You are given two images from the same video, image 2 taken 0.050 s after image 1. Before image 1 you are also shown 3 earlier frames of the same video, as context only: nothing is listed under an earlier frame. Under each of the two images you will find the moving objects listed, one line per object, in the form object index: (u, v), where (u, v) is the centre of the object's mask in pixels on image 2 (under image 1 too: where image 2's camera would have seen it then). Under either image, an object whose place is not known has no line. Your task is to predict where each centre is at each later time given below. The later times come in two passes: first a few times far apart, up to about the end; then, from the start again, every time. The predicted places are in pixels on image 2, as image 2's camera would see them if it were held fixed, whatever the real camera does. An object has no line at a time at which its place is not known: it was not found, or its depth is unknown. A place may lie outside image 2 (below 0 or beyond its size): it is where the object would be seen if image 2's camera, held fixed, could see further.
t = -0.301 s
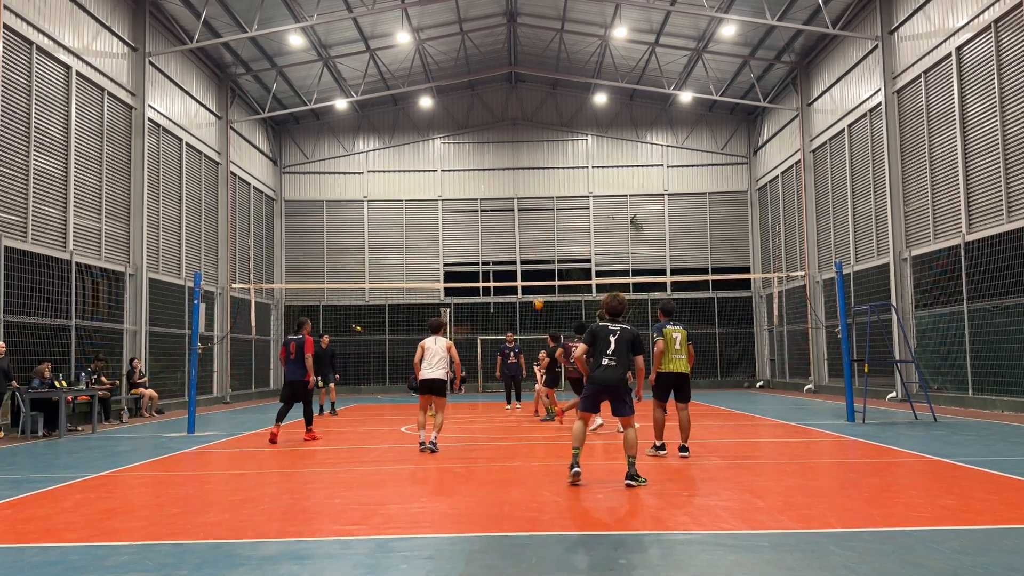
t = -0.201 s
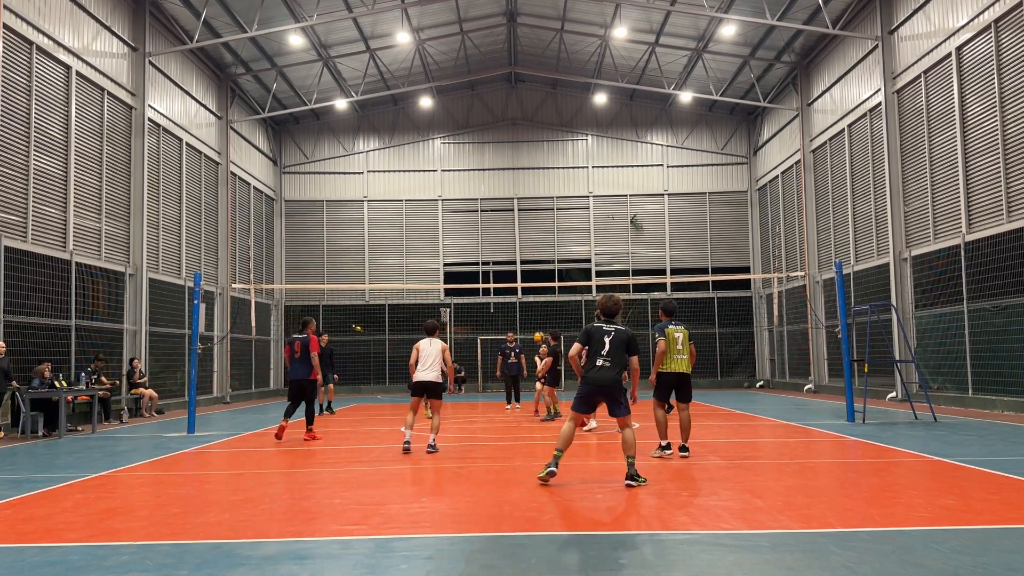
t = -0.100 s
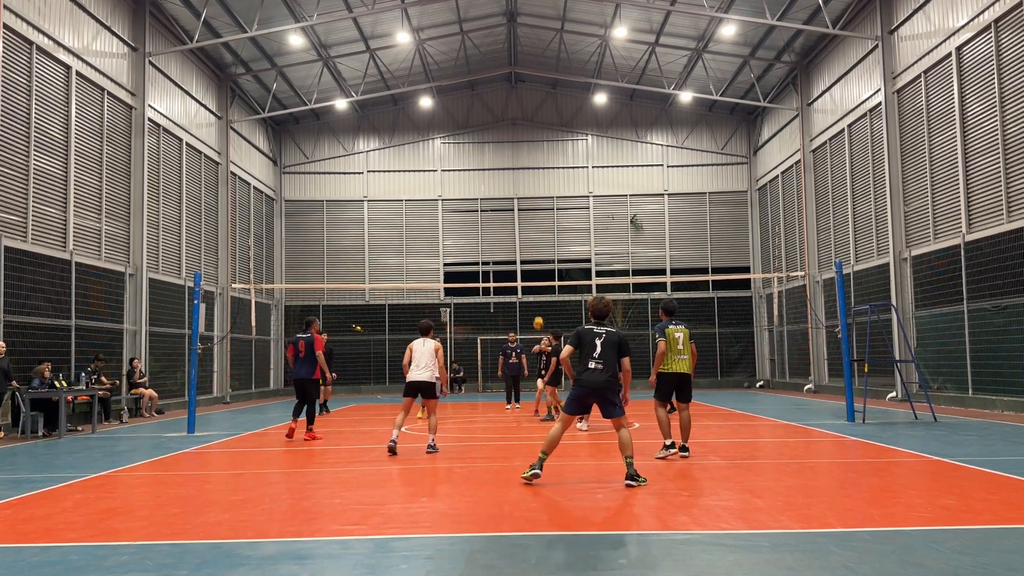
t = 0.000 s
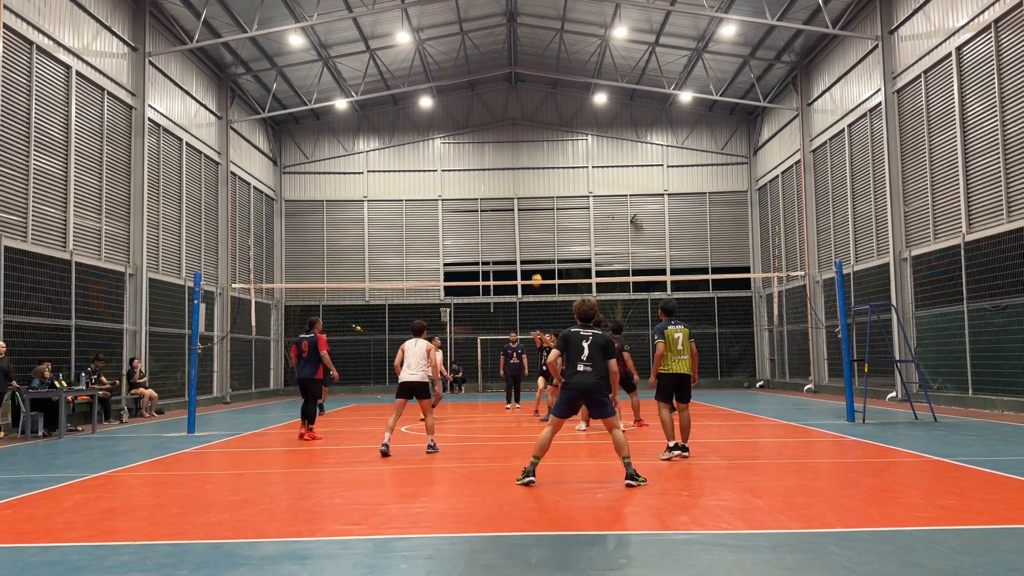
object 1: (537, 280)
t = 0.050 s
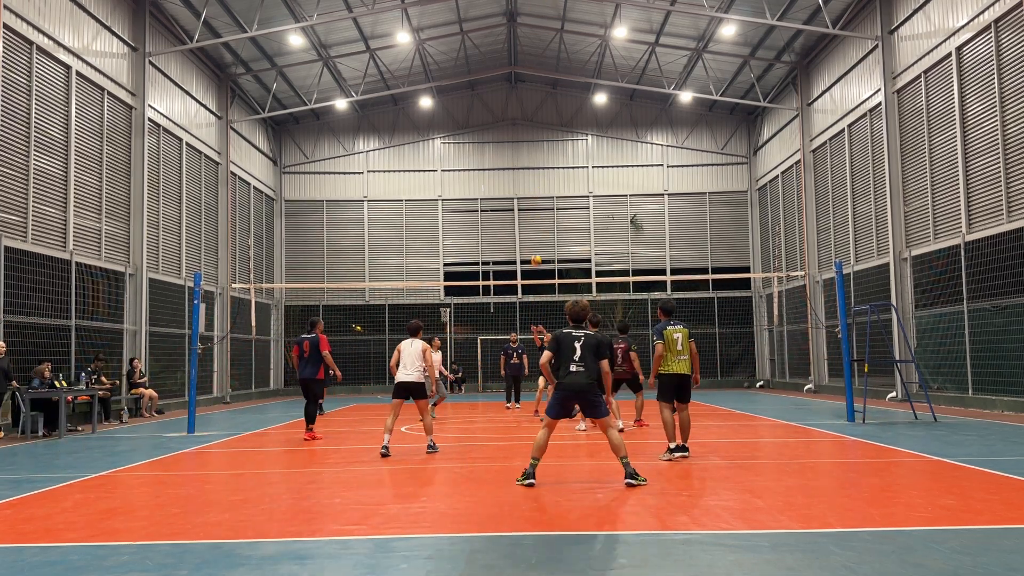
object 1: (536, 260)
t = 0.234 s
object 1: (533, 200)
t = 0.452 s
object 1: (530, 153)
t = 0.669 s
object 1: (528, 129)
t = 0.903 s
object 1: (526, 129)
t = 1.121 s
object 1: (525, 153)
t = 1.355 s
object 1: (525, 204)
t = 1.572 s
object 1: (525, 274)
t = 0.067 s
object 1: (536, 255)
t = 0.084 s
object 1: (536, 248)
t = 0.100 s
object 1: (535, 242)
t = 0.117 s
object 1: (535, 236)
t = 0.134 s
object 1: (535, 231)
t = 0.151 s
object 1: (534, 226)
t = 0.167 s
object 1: (534, 220)
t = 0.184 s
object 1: (534, 215)
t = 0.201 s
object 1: (533, 210)
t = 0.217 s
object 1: (533, 205)
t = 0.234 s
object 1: (533, 200)
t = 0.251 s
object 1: (533, 196)
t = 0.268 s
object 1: (532, 192)
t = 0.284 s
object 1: (532, 187)
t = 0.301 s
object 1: (532, 183)
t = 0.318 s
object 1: (532, 180)
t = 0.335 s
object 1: (531, 176)
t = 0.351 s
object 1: (531, 172)
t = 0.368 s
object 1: (531, 168)
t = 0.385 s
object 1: (531, 165)
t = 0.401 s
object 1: (530, 162)
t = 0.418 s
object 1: (530, 159)
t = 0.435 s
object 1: (530, 156)
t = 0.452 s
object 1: (530, 153)
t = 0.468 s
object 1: (530, 150)
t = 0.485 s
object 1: (530, 148)
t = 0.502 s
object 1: (529, 146)
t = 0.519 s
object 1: (529, 143)
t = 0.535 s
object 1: (529, 141)
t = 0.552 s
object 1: (529, 139)
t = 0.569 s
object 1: (529, 137)
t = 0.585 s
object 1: (528, 135)
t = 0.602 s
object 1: (528, 134)
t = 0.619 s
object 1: (528, 132)
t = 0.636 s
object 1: (528, 131)
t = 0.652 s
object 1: (528, 130)
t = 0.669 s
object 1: (528, 129)
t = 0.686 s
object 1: (528, 128)
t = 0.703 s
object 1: (527, 127)
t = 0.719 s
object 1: (527, 127)
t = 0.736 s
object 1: (527, 126)
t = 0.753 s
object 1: (527, 126)
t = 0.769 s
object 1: (527, 126)
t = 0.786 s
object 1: (527, 126)
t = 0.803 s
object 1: (527, 126)
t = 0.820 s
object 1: (527, 126)
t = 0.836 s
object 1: (527, 126)
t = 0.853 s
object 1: (526, 127)
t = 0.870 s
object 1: (526, 127)
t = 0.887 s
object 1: (526, 128)
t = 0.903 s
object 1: (526, 129)
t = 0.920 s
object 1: (526, 130)
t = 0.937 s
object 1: (526, 131)
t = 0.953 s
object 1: (526, 132)
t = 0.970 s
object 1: (526, 134)
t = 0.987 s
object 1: (526, 135)
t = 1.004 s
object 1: (526, 137)
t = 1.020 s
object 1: (526, 139)
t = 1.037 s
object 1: (525, 141)
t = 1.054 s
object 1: (525, 143)
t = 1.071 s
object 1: (525, 145)
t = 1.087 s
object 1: (525, 148)
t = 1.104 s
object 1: (525, 150)
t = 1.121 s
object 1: (525, 153)
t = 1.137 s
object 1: (525, 155)
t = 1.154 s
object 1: (525, 158)
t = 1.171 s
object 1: (525, 161)
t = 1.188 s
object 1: (525, 165)
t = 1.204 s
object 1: (525, 168)
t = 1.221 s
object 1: (525, 171)
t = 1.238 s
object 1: (525, 175)
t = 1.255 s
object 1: (525, 179)
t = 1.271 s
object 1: (525, 182)
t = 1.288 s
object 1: (525, 186)
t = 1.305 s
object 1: (525, 190)
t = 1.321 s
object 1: (525, 194)
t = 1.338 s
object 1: (525, 199)
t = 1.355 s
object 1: (525, 204)
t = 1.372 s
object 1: (525, 208)
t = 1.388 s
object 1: (525, 213)
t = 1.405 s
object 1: (525, 218)
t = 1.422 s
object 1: (525, 223)
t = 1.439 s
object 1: (525, 228)
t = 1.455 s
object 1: (525, 233)
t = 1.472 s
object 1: (525, 239)
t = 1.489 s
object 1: (525, 244)
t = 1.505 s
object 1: (525, 250)
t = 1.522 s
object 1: (525, 257)
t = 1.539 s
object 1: (525, 262)
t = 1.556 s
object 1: (525, 269)
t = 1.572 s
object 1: (525, 274)
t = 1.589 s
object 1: (525, 280)
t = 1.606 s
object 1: (525, 288)
